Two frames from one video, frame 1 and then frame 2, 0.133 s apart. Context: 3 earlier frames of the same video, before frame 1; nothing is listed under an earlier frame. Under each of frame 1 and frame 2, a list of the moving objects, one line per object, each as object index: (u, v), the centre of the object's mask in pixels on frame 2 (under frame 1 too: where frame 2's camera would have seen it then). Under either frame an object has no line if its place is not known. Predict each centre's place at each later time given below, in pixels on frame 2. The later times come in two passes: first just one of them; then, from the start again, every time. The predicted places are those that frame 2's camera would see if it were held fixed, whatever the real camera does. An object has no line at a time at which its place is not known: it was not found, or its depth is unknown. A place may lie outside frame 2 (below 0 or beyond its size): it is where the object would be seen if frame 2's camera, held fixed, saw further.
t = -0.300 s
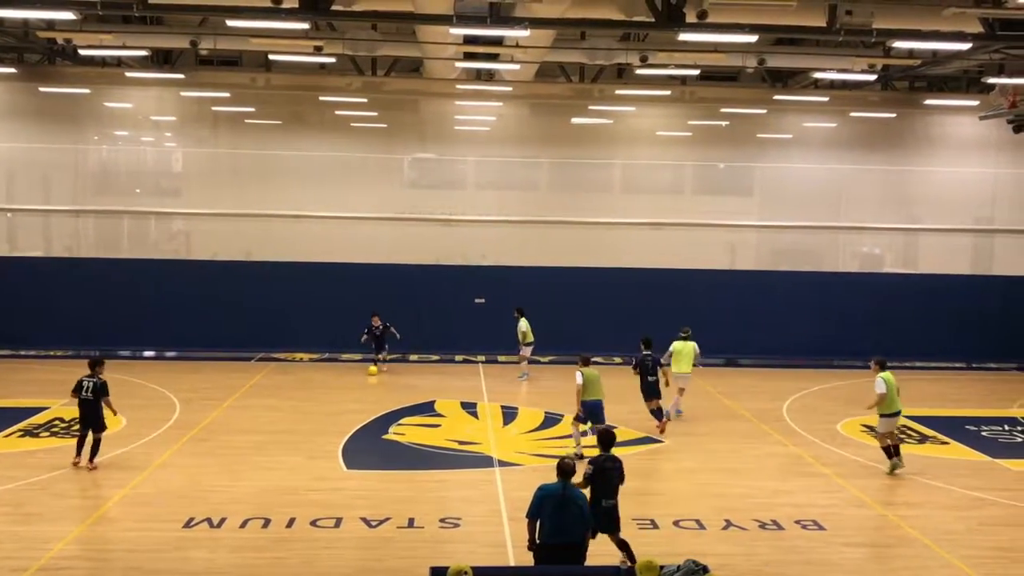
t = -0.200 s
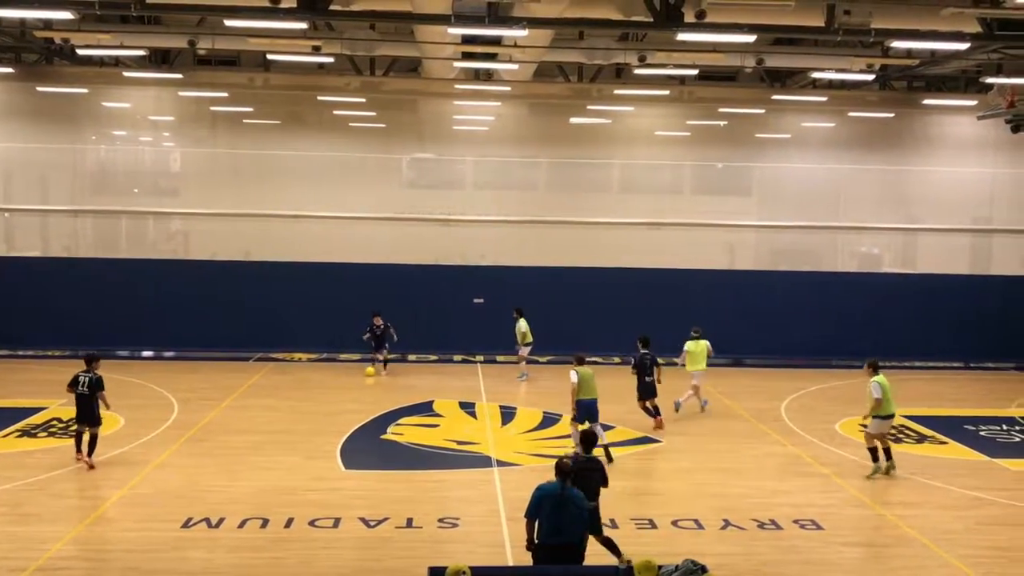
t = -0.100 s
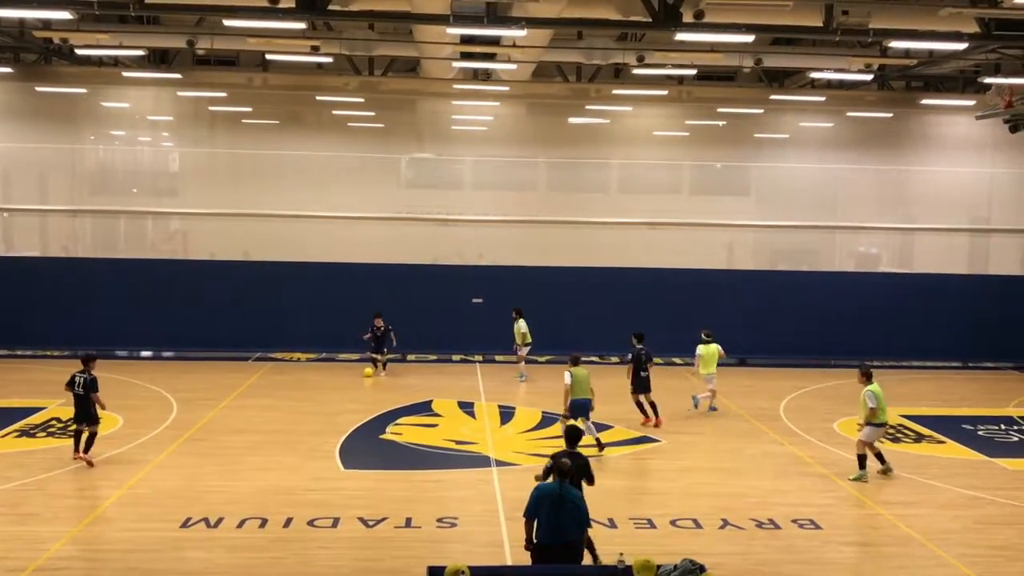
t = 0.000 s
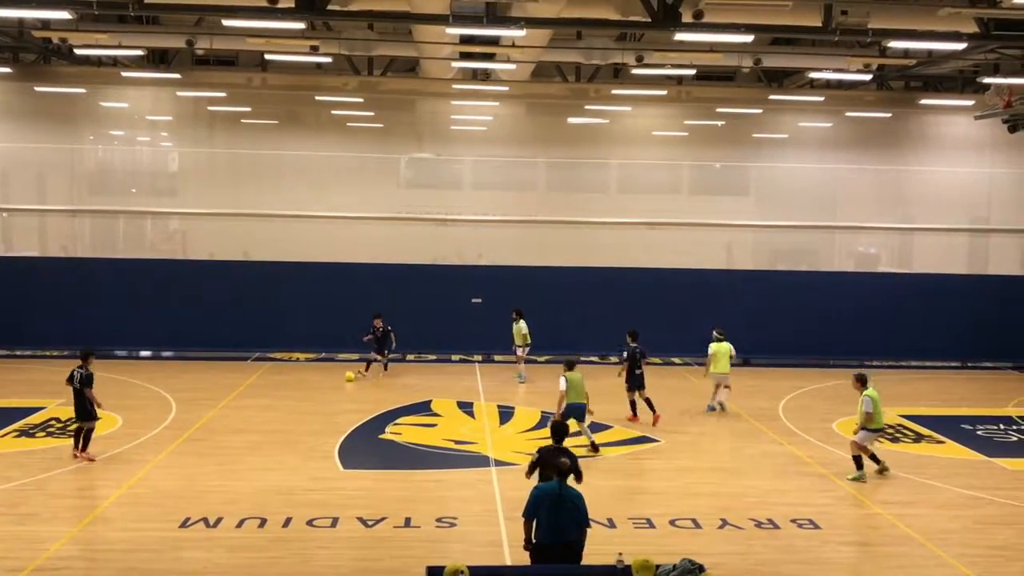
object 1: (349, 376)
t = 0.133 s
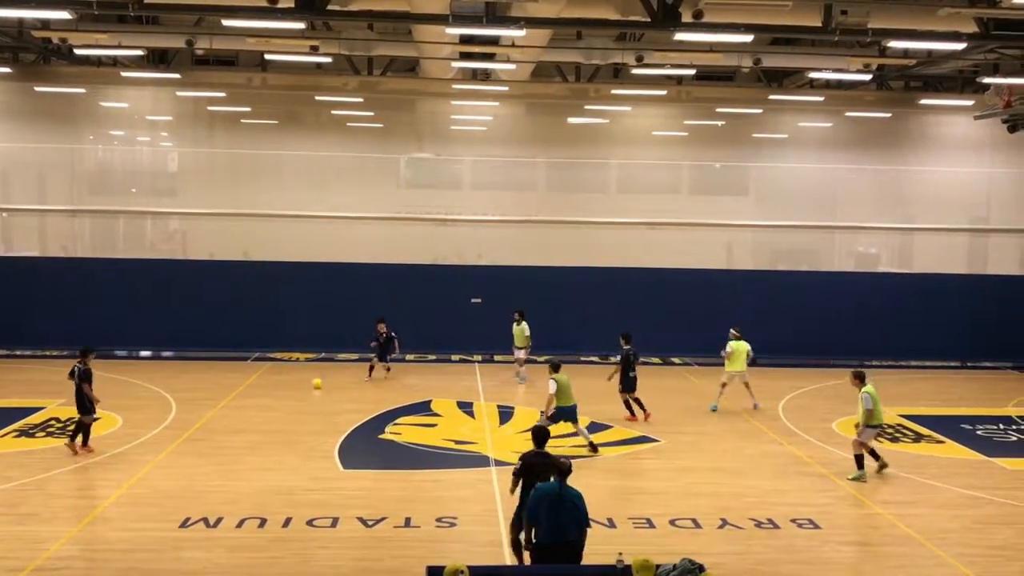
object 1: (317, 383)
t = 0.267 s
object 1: (285, 391)
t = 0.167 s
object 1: (308, 385)
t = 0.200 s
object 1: (300, 386)
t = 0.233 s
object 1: (293, 389)
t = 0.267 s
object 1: (285, 391)
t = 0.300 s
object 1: (277, 393)
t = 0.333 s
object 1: (269, 394)
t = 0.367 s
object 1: (261, 396)
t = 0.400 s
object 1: (254, 398)
